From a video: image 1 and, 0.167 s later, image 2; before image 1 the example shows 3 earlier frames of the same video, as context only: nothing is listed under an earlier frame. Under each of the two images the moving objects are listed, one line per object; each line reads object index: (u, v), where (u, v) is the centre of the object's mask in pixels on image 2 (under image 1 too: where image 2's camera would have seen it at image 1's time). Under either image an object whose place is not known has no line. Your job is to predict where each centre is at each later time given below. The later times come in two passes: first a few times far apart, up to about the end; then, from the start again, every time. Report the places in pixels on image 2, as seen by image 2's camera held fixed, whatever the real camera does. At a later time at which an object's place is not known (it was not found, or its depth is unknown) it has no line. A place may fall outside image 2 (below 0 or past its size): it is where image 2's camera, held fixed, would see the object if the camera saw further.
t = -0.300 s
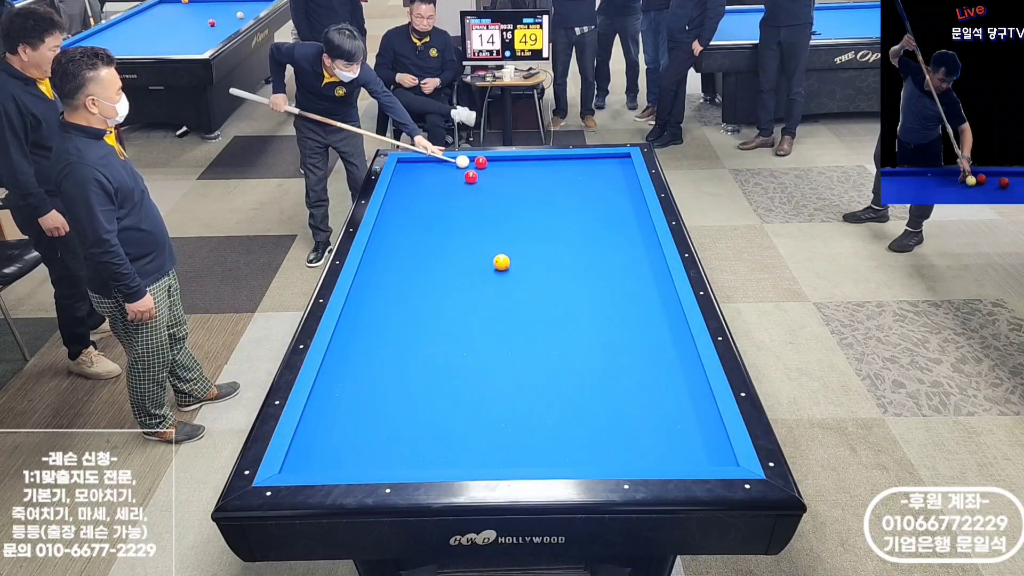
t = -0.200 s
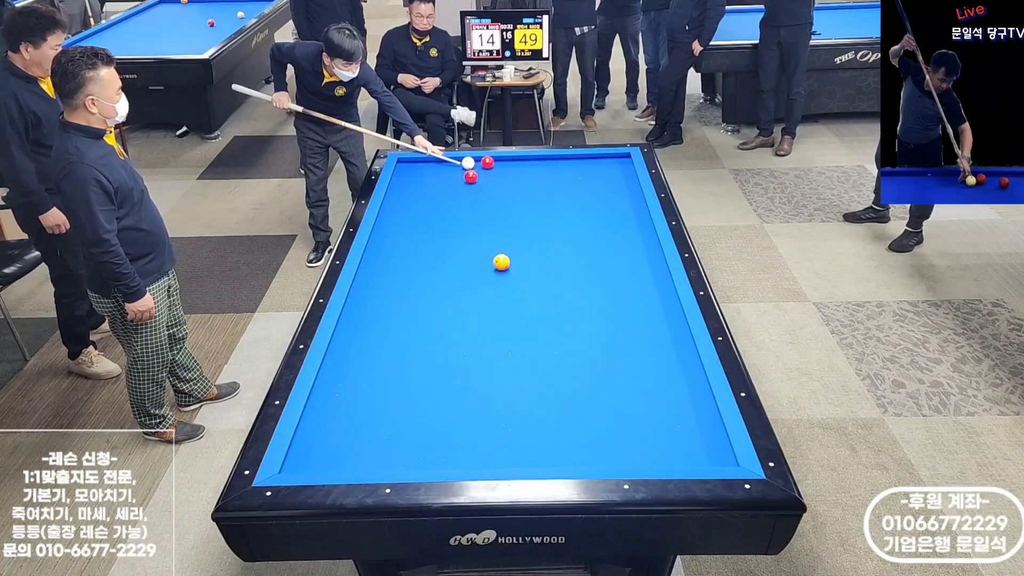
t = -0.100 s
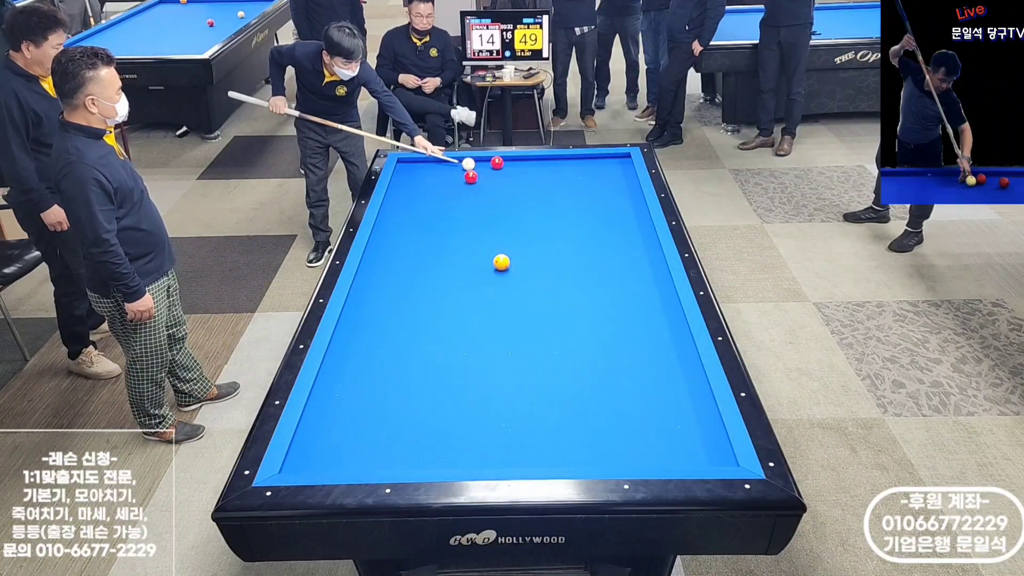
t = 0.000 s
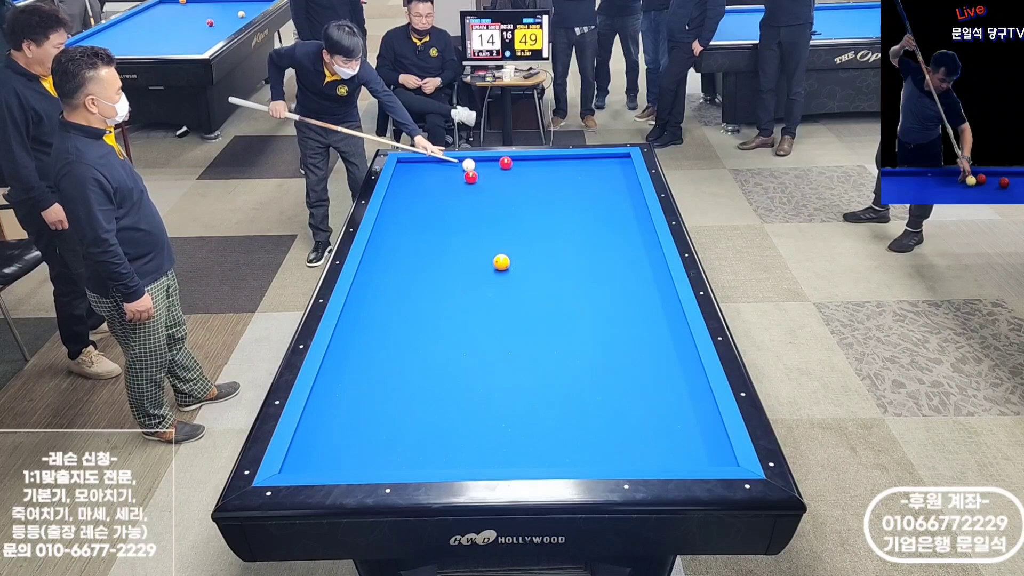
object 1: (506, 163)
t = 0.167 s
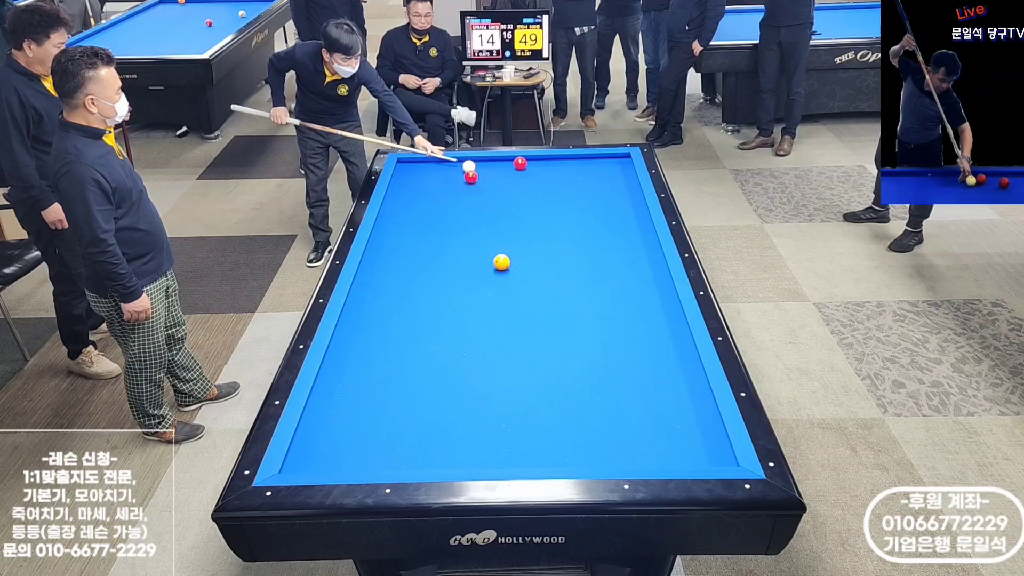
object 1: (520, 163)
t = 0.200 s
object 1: (523, 163)
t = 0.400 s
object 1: (540, 163)
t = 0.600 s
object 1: (557, 164)
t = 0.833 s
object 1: (576, 164)
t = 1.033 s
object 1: (592, 164)
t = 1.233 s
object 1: (608, 165)
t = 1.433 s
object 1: (623, 165)
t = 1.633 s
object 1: (621, 166)
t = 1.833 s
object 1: (613, 166)
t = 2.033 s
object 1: (605, 167)
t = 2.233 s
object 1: (597, 168)
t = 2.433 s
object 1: (589, 168)
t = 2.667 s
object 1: (581, 169)
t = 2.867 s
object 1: (574, 170)
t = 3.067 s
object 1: (568, 170)
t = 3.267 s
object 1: (561, 171)
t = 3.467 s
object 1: (555, 171)
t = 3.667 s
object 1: (550, 172)
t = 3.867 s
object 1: (544, 173)
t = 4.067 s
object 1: (540, 173)
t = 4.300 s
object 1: (534, 174)
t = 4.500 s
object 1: (530, 174)
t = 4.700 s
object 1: (526, 175)
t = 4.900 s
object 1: (522, 175)
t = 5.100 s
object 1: (519, 176)
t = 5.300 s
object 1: (516, 176)
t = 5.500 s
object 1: (513, 176)
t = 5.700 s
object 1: (511, 177)
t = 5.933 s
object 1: (509, 177)
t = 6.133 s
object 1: (507, 177)
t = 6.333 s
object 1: (506, 177)
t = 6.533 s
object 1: (505, 178)
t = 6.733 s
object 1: (504, 178)
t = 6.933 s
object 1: (503, 178)
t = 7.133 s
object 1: (503, 178)
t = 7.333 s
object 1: (503, 178)
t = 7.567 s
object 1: (503, 178)
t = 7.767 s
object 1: (503, 178)
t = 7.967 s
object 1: (503, 178)
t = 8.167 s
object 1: (503, 178)
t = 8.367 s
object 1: (503, 178)
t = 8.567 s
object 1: (503, 178)
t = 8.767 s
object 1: (503, 178)
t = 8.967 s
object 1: (503, 178)
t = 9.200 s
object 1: (503, 178)
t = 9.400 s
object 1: (503, 178)
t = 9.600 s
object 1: (503, 178)
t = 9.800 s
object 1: (503, 178)
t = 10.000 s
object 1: (503, 178)
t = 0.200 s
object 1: (523, 163)
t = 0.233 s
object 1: (526, 163)
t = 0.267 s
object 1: (529, 163)
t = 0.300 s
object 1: (531, 163)
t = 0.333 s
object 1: (534, 163)
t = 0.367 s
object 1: (537, 163)
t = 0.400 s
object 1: (540, 163)
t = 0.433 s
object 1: (543, 164)
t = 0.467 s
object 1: (545, 164)
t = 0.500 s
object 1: (548, 164)
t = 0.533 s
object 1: (551, 164)
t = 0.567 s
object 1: (554, 164)
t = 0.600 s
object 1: (557, 164)
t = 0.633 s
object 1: (559, 164)
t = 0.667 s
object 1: (562, 164)
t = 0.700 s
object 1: (565, 164)
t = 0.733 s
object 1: (568, 164)
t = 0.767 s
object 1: (570, 164)
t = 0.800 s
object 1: (573, 164)
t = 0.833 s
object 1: (576, 164)
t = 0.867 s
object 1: (578, 164)
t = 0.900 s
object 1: (581, 164)
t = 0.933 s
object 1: (584, 164)
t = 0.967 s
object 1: (586, 164)
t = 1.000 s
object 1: (589, 164)
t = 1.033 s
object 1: (592, 164)
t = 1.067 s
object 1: (594, 165)
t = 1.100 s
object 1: (597, 165)
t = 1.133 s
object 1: (600, 165)
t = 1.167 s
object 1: (602, 165)
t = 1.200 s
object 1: (605, 165)
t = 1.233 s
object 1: (608, 165)
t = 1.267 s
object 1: (610, 165)
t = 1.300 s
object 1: (613, 165)
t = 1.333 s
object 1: (615, 165)
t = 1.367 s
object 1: (618, 165)
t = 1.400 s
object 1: (620, 165)
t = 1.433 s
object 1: (623, 165)
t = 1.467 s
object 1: (626, 165)
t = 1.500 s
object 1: (627, 165)
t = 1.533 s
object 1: (626, 165)
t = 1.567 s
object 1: (624, 165)
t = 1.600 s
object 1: (623, 165)
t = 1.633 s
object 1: (621, 166)
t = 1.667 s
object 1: (620, 166)
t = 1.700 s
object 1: (618, 166)
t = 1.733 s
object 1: (617, 166)
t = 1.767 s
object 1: (615, 166)
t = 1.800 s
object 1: (614, 166)
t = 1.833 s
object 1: (613, 166)
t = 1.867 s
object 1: (611, 166)
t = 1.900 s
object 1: (610, 167)
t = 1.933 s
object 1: (609, 167)
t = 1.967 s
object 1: (607, 167)
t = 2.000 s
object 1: (606, 167)
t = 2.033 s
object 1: (605, 167)
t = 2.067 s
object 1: (603, 167)
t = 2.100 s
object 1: (602, 167)
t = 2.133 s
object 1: (601, 167)
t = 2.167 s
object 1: (599, 168)
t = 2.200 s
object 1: (598, 168)
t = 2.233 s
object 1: (597, 168)
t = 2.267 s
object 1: (596, 168)
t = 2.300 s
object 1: (594, 168)
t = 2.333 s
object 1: (593, 168)
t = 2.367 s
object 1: (592, 168)
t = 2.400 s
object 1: (591, 168)
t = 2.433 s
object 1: (589, 168)
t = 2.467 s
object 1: (588, 169)
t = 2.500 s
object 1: (587, 169)
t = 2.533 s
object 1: (586, 169)
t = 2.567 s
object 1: (584, 169)
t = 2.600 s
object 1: (583, 169)
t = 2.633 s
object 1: (582, 169)
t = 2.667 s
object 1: (581, 169)
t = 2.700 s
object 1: (580, 169)
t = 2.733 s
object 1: (579, 169)
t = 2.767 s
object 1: (578, 170)
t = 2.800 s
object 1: (576, 170)
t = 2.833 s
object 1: (575, 170)
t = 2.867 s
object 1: (574, 170)
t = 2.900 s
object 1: (573, 170)
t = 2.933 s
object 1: (572, 170)
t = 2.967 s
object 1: (571, 170)
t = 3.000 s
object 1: (570, 170)
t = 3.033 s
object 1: (569, 170)
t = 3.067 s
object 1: (568, 170)
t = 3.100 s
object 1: (567, 170)
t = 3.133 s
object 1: (566, 171)
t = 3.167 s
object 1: (565, 171)
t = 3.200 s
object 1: (564, 171)
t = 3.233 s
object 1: (563, 171)
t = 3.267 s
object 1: (561, 171)
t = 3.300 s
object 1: (560, 171)
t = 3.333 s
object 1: (559, 171)
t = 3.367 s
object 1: (558, 171)
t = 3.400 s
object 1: (557, 171)
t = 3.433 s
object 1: (556, 171)
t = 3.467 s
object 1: (555, 171)
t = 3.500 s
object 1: (555, 172)
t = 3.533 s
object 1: (554, 172)
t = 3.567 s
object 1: (553, 172)
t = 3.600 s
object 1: (552, 172)
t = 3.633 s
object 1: (551, 172)
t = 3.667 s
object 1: (550, 172)
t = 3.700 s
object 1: (549, 172)
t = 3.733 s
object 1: (548, 172)
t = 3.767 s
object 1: (547, 172)
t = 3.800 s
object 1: (546, 173)
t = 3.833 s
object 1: (545, 173)
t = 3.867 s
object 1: (544, 173)
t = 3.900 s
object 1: (544, 173)
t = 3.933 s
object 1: (543, 173)
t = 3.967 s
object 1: (542, 173)
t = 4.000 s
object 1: (541, 173)
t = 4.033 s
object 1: (540, 173)
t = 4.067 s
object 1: (540, 173)
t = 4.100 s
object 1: (539, 173)
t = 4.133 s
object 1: (538, 173)
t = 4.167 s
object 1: (537, 174)
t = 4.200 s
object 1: (536, 174)
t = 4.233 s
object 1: (536, 174)
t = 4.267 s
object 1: (535, 174)
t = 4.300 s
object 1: (534, 174)
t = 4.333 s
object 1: (533, 174)
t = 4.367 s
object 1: (533, 174)
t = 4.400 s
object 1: (532, 174)
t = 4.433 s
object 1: (531, 174)
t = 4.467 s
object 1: (531, 174)
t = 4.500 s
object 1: (530, 174)
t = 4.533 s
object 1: (529, 174)
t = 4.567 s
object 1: (529, 174)
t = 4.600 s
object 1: (528, 175)
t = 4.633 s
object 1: (527, 175)
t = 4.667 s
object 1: (527, 175)
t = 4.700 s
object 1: (526, 175)
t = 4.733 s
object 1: (525, 175)
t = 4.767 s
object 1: (525, 175)
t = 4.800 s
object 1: (524, 175)
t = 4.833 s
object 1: (524, 175)
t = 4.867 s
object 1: (523, 175)
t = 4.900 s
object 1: (522, 175)
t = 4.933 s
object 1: (522, 175)
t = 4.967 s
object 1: (521, 175)
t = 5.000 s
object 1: (521, 175)
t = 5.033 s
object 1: (520, 175)
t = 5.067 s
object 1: (519, 176)
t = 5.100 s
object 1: (519, 176)
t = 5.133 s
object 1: (518, 176)
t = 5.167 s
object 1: (518, 176)
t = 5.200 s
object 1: (517, 176)
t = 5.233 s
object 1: (517, 176)
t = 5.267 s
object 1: (516, 176)
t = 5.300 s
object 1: (516, 176)
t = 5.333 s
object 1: (516, 176)
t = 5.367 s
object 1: (515, 176)
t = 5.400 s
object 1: (515, 176)
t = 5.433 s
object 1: (514, 176)
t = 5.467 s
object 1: (514, 176)
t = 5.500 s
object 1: (513, 176)
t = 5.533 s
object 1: (513, 176)
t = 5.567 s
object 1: (512, 176)
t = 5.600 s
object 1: (512, 176)
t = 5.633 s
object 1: (512, 176)
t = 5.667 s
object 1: (511, 177)
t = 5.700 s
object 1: (511, 177)
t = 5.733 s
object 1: (511, 177)
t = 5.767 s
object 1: (510, 177)
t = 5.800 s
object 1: (510, 177)
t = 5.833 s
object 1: (510, 177)
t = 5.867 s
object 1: (509, 177)
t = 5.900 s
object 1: (509, 177)
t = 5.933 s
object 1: (509, 177)
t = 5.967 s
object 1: (508, 177)
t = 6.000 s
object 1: (508, 177)
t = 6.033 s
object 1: (508, 177)
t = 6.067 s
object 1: (508, 177)
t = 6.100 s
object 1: (507, 177)
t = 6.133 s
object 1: (507, 177)
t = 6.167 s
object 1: (507, 177)
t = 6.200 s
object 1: (507, 177)
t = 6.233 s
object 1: (506, 177)
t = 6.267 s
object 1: (506, 177)
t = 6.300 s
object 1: (506, 177)
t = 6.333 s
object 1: (506, 177)
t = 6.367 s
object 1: (505, 177)
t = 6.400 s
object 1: (505, 178)
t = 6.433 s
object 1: (505, 178)
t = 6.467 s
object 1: (505, 178)
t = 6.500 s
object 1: (505, 178)
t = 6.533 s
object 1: (505, 178)
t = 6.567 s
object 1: (504, 178)
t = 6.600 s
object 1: (504, 178)
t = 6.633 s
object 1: (504, 178)
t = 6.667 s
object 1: (504, 178)
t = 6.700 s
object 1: (504, 178)
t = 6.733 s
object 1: (504, 178)
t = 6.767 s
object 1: (504, 178)
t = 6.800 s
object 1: (504, 178)
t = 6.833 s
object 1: (504, 178)
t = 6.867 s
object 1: (503, 178)
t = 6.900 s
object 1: (503, 178)
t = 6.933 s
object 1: (503, 178)
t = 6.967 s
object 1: (503, 178)
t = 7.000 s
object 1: (503, 178)
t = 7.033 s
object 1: (503, 178)
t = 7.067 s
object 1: (503, 178)
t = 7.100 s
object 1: (503, 178)
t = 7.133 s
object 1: (503, 178)
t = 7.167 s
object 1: (503, 178)
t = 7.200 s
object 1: (503, 178)
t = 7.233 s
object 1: (503, 178)
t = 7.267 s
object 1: (503, 178)
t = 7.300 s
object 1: (503, 178)
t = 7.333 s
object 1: (503, 178)
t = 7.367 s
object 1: (503, 178)
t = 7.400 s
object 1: (503, 178)
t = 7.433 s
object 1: (503, 178)
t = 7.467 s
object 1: (503, 178)
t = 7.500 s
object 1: (503, 178)
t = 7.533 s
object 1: (503, 178)
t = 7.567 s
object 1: (503, 178)
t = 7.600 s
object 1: (503, 178)
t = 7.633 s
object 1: (503, 178)
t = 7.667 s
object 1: (503, 178)
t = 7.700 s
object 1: (503, 178)
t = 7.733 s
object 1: (503, 178)
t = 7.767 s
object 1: (503, 178)
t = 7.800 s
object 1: (503, 178)
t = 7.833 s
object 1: (503, 178)
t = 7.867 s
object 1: (503, 178)
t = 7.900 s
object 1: (503, 178)
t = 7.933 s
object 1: (503, 178)
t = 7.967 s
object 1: (503, 178)
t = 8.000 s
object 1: (503, 178)
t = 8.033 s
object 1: (503, 178)
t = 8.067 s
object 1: (503, 178)
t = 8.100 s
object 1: (503, 178)
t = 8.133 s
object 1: (503, 178)
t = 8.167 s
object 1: (503, 178)
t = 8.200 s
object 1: (503, 178)
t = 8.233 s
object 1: (503, 178)
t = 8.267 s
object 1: (503, 178)
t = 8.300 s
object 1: (503, 178)
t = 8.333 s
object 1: (503, 178)
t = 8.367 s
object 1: (503, 178)
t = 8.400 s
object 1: (503, 178)
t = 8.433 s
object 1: (503, 178)
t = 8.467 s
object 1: (503, 178)
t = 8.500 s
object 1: (503, 178)
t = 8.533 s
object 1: (503, 178)
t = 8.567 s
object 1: (503, 178)
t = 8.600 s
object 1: (503, 178)
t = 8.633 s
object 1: (503, 178)
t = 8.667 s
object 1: (503, 178)
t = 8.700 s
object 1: (503, 178)
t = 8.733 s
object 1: (503, 178)
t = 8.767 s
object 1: (503, 178)
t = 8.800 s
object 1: (503, 178)
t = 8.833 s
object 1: (503, 178)
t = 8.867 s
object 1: (503, 178)
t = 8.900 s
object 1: (503, 178)
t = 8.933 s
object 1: (503, 178)
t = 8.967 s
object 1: (503, 178)
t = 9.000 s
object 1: (503, 178)
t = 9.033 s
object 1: (503, 178)
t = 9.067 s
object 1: (503, 178)
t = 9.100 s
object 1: (503, 178)
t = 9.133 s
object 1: (503, 178)
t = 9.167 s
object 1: (503, 178)
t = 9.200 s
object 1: (503, 178)
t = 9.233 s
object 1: (503, 178)
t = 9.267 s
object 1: (503, 178)
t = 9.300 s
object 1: (503, 178)
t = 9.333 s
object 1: (503, 178)
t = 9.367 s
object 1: (503, 178)
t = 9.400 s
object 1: (503, 178)
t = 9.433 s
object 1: (503, 178)
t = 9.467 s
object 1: (503, 178)
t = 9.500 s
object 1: (503, 178)
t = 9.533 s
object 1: (503, 178)
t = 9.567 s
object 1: (503, 178)
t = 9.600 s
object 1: (503, 178)
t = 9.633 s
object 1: (503, 178)
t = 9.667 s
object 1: (503, 178)
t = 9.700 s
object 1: (503, 178)
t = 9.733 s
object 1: (503, 178)
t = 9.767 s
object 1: (503, 178)
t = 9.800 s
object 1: (503, 178)
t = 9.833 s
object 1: (503, 178)
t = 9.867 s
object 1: (503, 178)
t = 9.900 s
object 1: (503, 178)
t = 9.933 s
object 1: (503, 178)
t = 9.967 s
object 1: (503, 178)
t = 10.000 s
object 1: (503, 178)
